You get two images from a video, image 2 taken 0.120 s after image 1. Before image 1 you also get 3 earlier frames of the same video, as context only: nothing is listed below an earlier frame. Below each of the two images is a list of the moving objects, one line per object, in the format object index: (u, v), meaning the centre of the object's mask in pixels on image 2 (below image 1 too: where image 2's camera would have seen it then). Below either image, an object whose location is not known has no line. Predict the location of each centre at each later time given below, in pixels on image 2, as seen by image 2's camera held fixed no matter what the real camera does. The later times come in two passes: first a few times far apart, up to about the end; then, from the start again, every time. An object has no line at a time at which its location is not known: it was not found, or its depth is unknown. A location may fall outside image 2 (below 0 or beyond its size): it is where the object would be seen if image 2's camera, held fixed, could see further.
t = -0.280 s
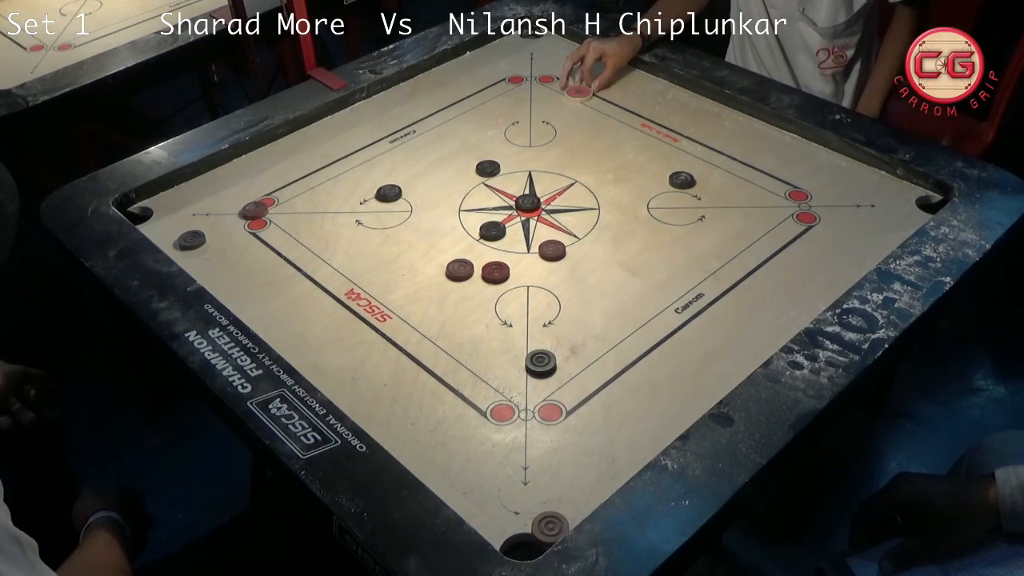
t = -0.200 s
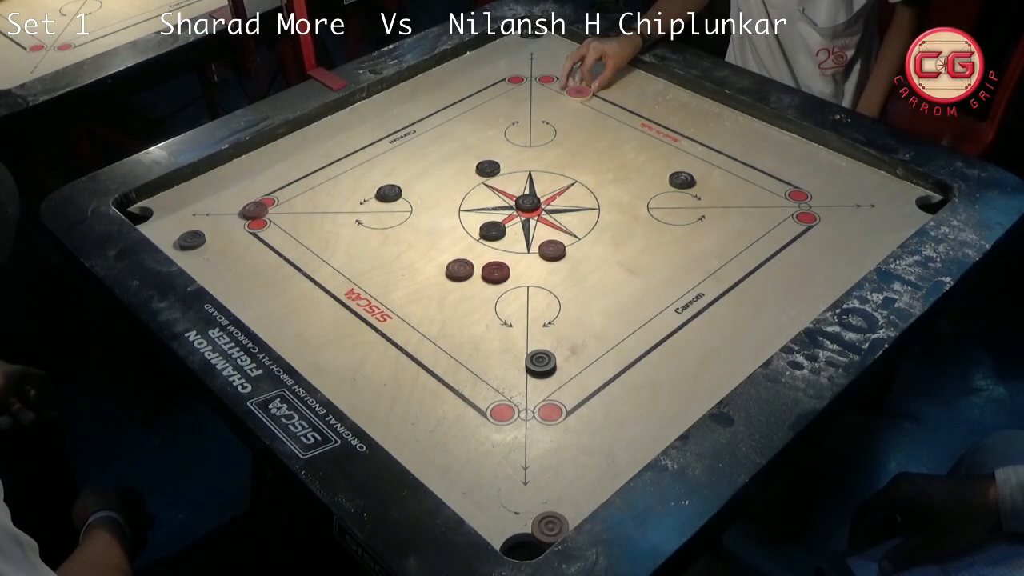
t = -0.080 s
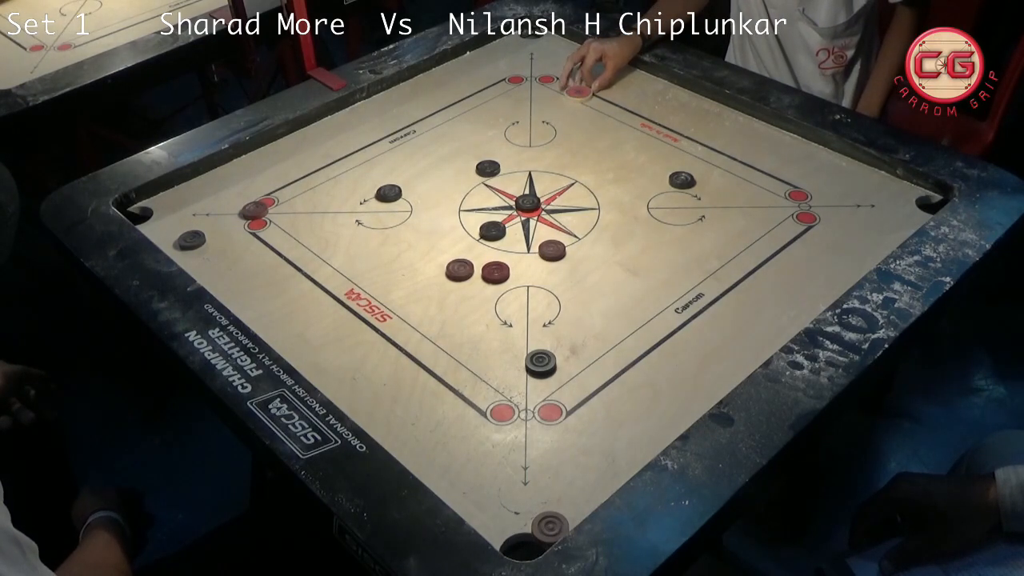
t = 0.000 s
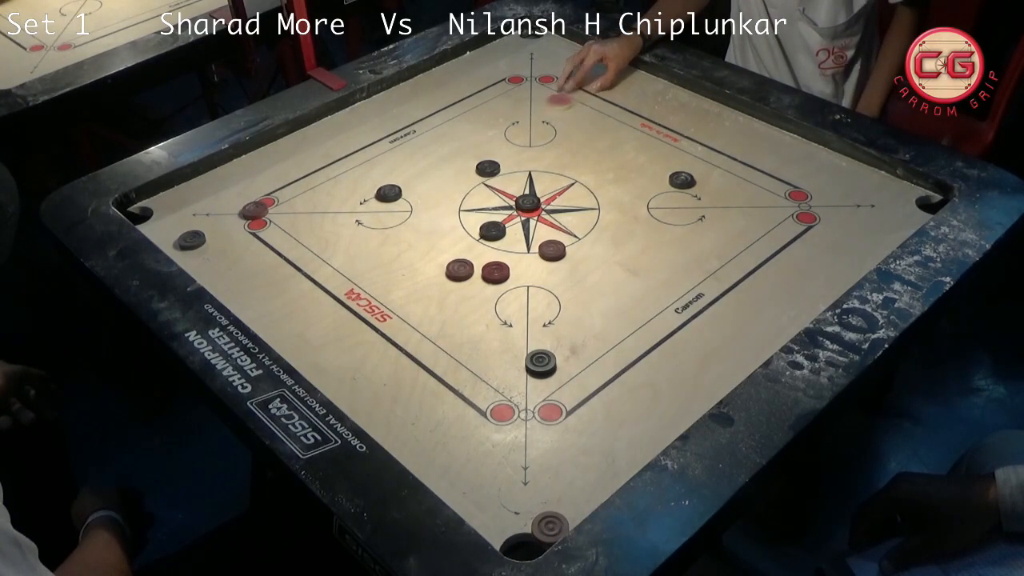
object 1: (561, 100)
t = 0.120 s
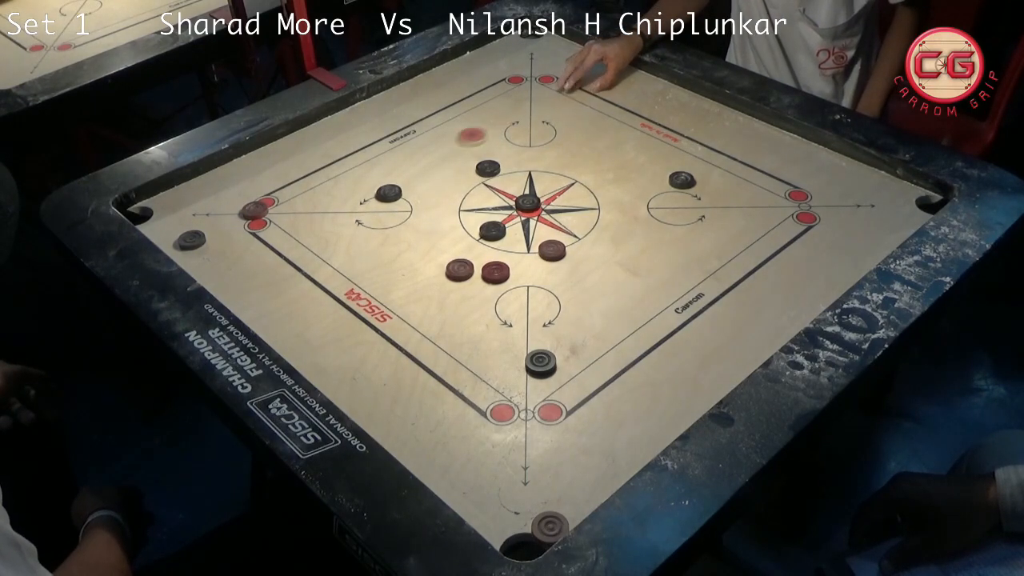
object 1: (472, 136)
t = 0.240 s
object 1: (388, 170)
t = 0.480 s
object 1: (254, 229)
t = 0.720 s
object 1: (204, 262)
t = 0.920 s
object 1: (200, 263)
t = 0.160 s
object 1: (443, 147)
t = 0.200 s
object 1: (415, 159)
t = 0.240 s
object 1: (388, 170)
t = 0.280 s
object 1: (360, 180)
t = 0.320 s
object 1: (334, 191)
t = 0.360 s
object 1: (308, 201)
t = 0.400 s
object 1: (284, 211)
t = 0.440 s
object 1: (269, 220)
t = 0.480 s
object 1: (254, 229)
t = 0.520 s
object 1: (242, 237)
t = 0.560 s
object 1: (232, 243)
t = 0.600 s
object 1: (222, 249)
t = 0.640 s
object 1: (215, 254)
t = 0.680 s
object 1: (208, 258)
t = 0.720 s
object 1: (204, 262)
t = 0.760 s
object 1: (201, 263)
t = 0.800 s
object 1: (200, 263)
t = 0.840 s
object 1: (201, 263)
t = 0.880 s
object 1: (200, 263)
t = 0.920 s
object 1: (200, 263)
